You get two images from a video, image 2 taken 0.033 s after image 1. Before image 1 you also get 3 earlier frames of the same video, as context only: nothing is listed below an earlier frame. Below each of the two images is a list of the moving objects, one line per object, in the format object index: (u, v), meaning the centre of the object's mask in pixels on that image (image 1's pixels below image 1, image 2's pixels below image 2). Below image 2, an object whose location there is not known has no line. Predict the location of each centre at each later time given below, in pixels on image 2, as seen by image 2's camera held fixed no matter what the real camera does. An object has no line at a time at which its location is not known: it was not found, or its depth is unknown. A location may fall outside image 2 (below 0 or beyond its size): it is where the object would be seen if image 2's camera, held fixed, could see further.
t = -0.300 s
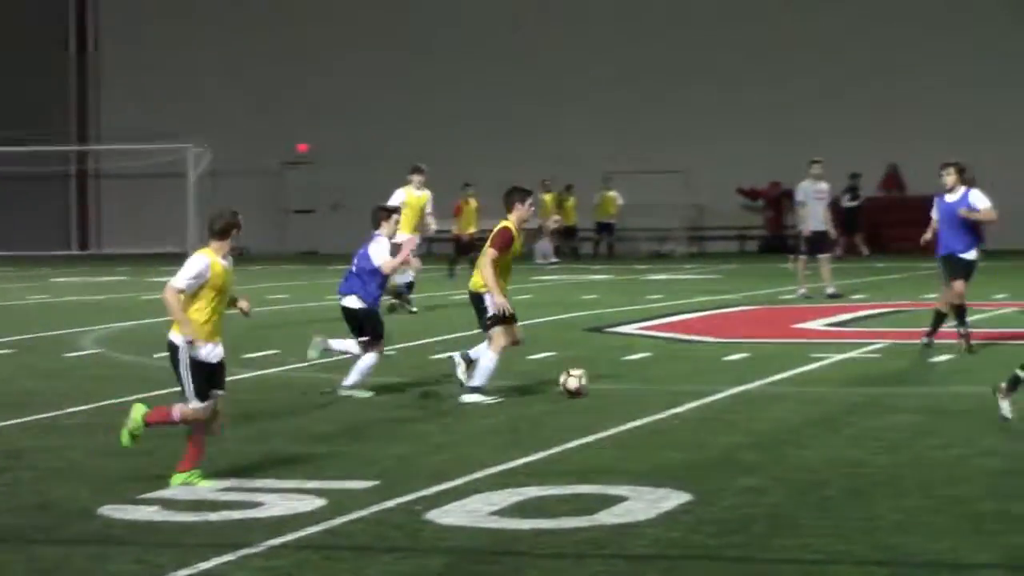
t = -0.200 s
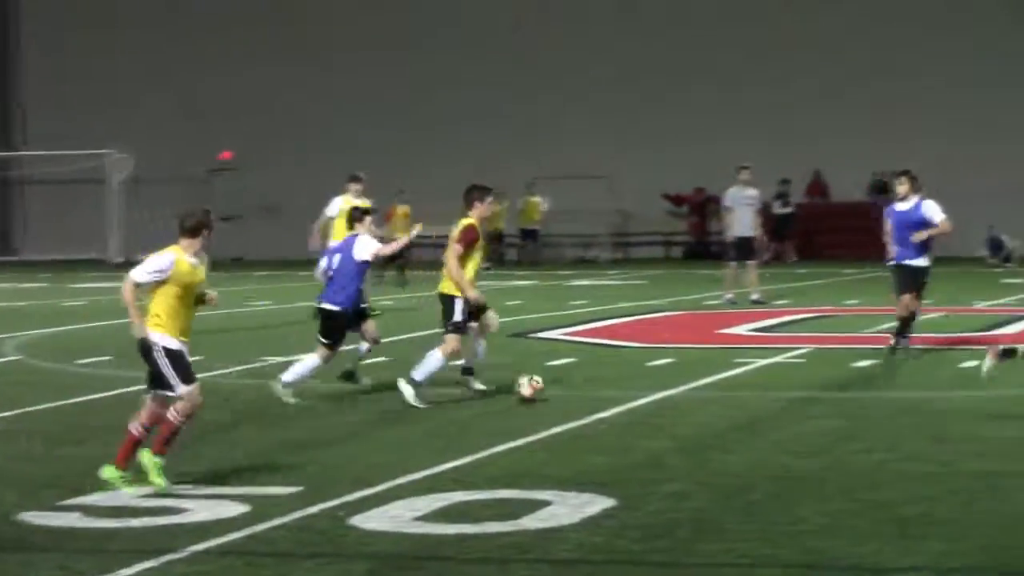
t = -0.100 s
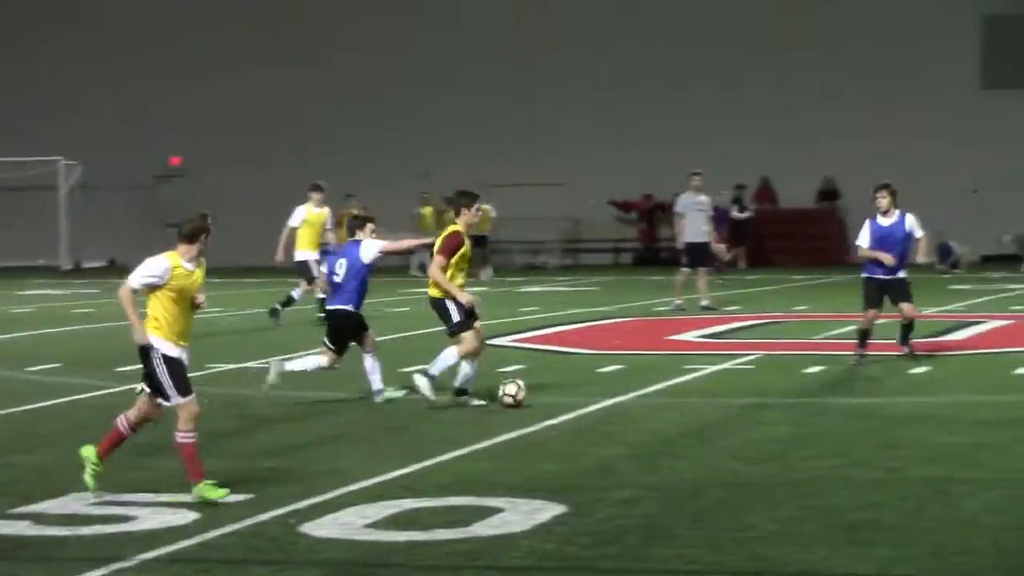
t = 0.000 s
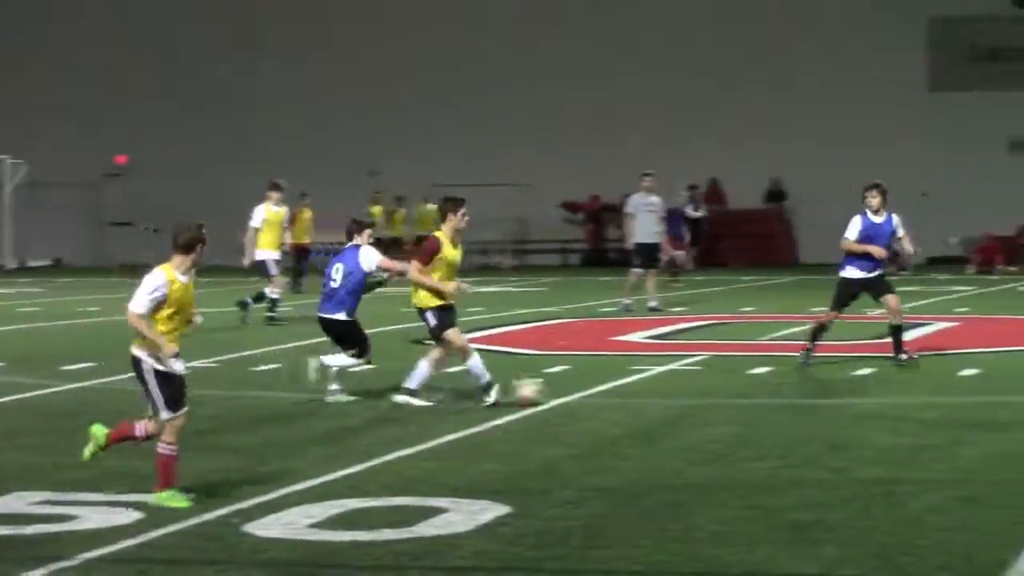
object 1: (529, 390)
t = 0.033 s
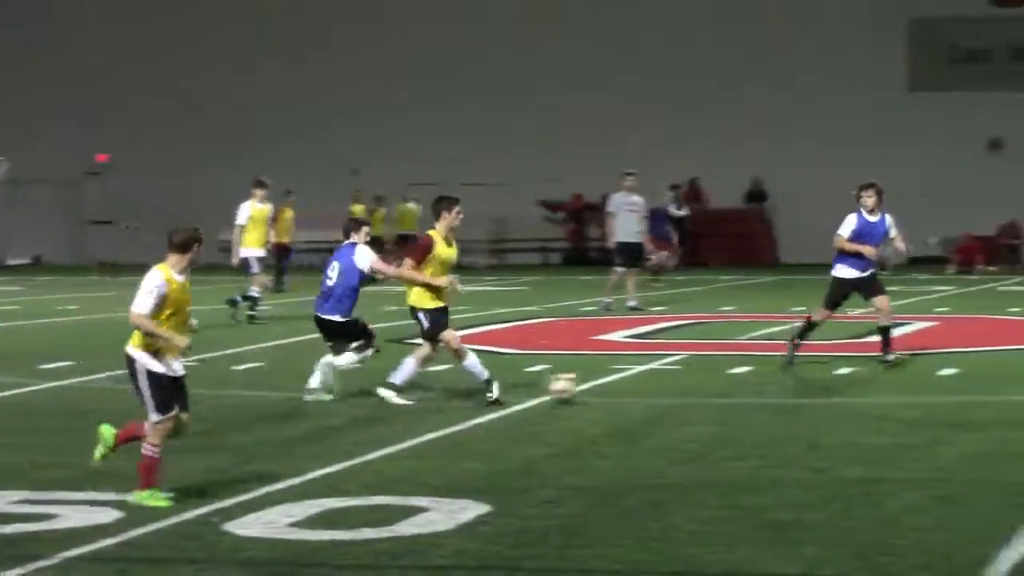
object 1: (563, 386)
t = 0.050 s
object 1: (587, 385)
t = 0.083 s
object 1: (638, 383)
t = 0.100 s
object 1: (664, 383)
